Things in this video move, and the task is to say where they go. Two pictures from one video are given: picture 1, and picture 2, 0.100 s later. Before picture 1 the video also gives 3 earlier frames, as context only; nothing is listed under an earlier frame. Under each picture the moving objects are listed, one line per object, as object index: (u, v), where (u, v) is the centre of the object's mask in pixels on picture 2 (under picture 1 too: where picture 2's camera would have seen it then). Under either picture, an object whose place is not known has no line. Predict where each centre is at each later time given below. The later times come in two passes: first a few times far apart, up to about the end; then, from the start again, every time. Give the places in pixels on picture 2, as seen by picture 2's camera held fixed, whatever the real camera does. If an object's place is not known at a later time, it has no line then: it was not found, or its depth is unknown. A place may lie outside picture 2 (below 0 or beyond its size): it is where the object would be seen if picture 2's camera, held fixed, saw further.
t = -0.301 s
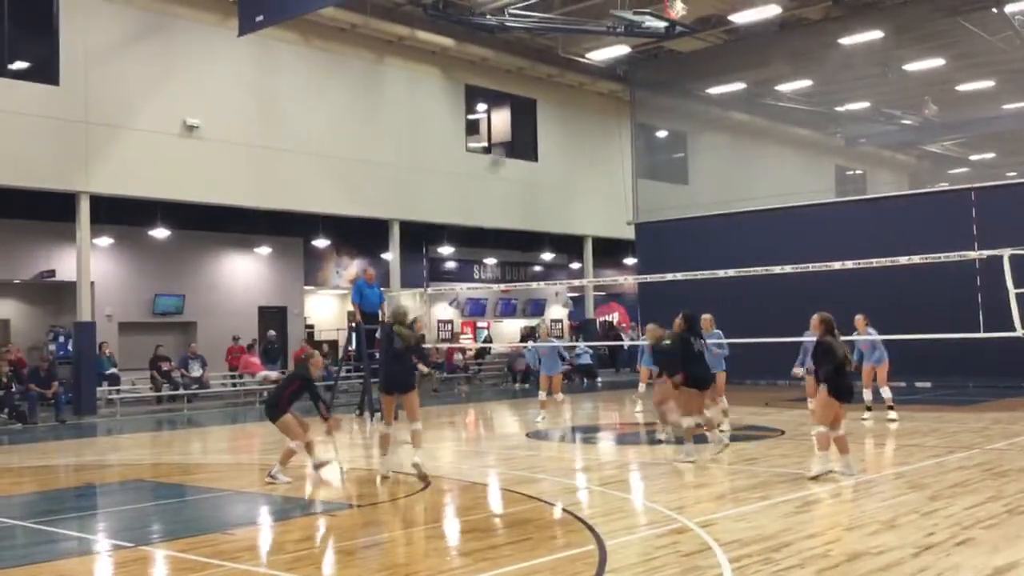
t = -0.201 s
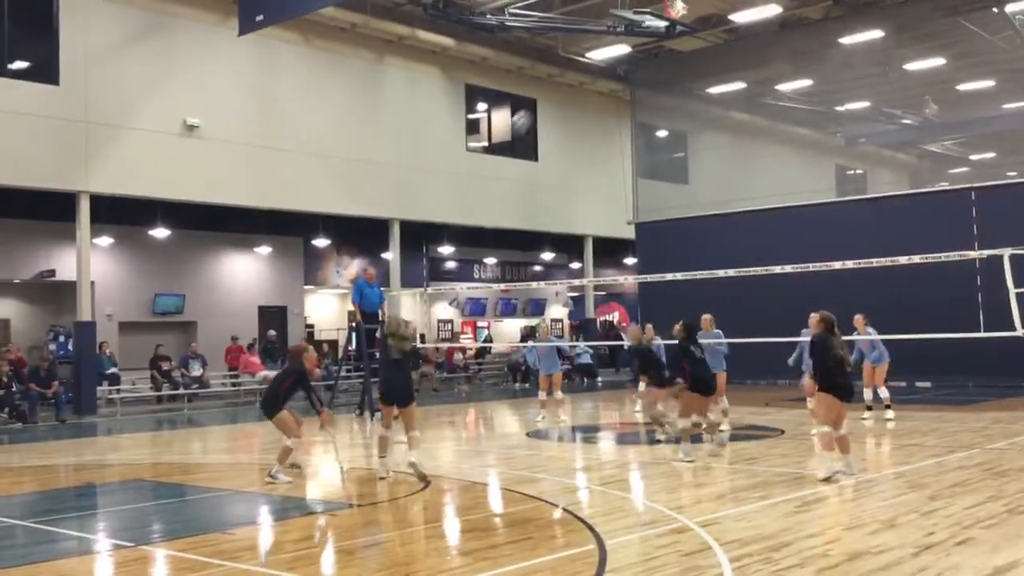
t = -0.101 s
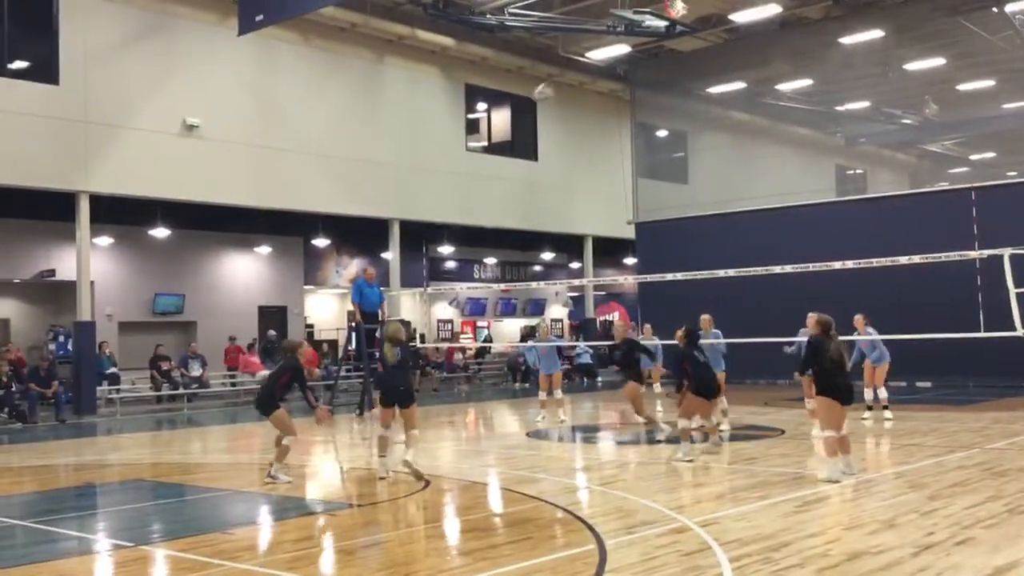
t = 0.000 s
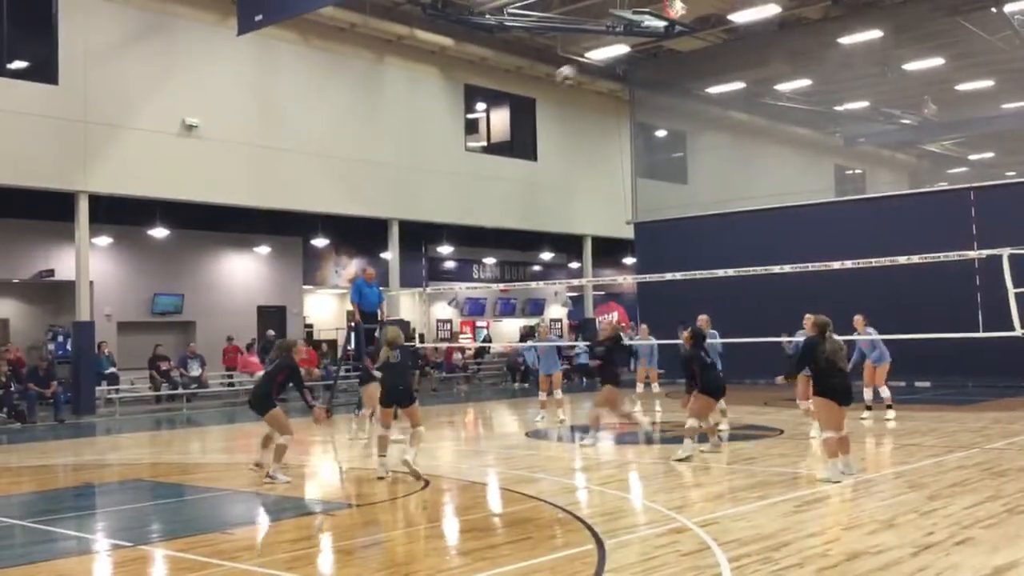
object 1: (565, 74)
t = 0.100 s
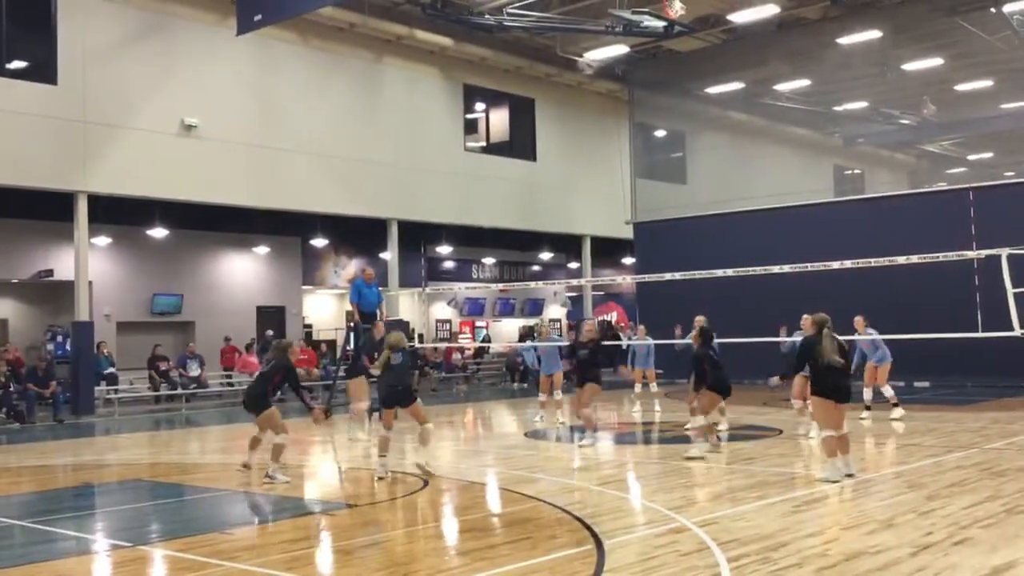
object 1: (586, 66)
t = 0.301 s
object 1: (632, 70)
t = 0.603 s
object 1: (698, 133)
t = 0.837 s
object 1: (745, 235)
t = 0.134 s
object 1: (594, 66)
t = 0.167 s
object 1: (603, 65)
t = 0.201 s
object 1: (610, 64)
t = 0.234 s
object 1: (618, 65)
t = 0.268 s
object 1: (625, 67)
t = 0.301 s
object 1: (632, 70)
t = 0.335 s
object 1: (639, 74)
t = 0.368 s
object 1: (646, 78)
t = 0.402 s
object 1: (654, 84)
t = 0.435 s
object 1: (661, 91)
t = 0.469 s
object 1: (668, 98)
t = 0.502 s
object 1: (675, 105)
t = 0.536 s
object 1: (684, 115)
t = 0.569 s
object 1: (690, 124)
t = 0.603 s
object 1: (698, 133)
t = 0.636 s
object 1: (705, 144)
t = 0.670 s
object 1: (711, 158)
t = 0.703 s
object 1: (717, 170)
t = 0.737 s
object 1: (724, 185)
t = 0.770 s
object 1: (731, 202)
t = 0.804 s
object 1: (739, 221)
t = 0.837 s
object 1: (745, 235)
